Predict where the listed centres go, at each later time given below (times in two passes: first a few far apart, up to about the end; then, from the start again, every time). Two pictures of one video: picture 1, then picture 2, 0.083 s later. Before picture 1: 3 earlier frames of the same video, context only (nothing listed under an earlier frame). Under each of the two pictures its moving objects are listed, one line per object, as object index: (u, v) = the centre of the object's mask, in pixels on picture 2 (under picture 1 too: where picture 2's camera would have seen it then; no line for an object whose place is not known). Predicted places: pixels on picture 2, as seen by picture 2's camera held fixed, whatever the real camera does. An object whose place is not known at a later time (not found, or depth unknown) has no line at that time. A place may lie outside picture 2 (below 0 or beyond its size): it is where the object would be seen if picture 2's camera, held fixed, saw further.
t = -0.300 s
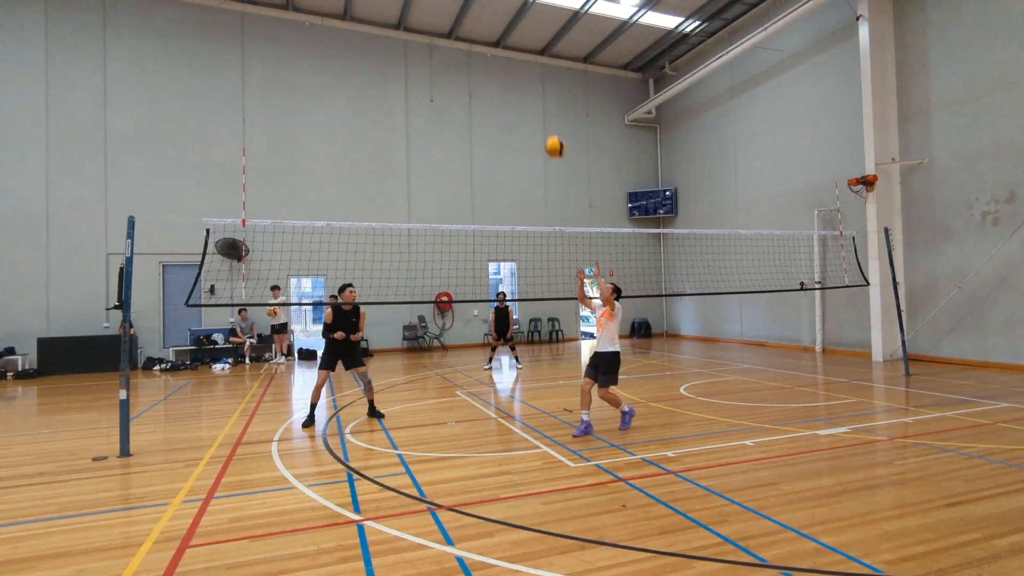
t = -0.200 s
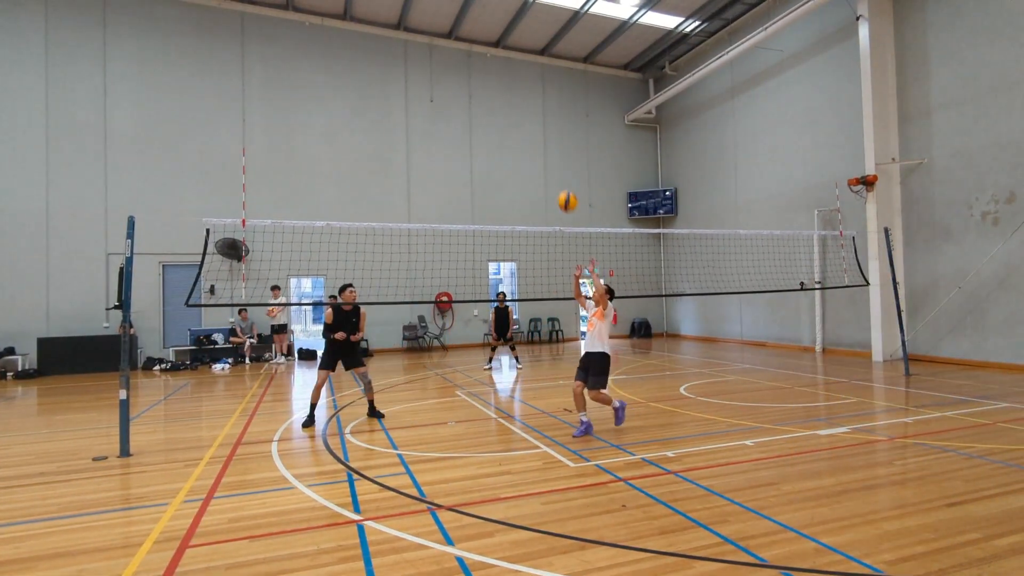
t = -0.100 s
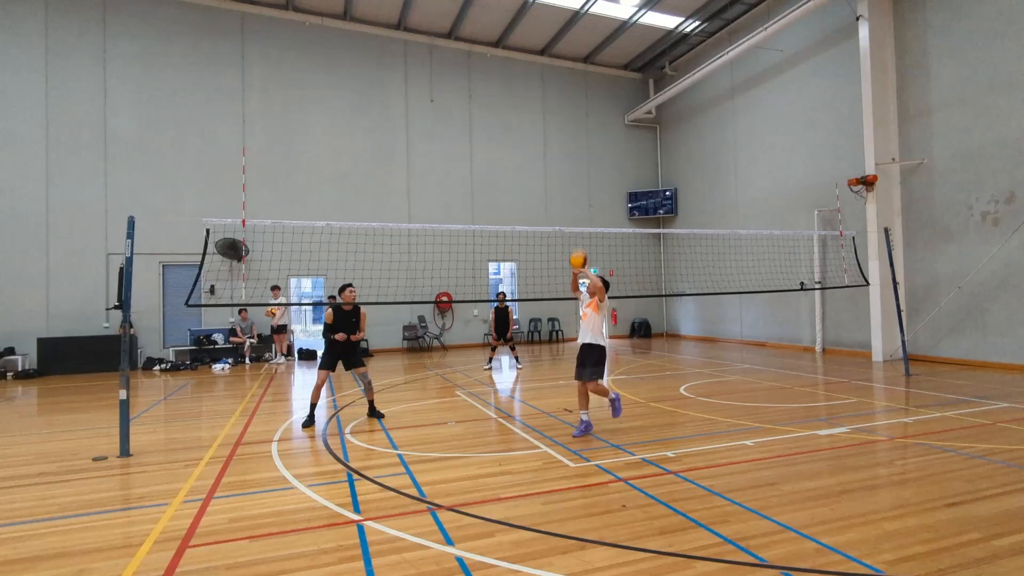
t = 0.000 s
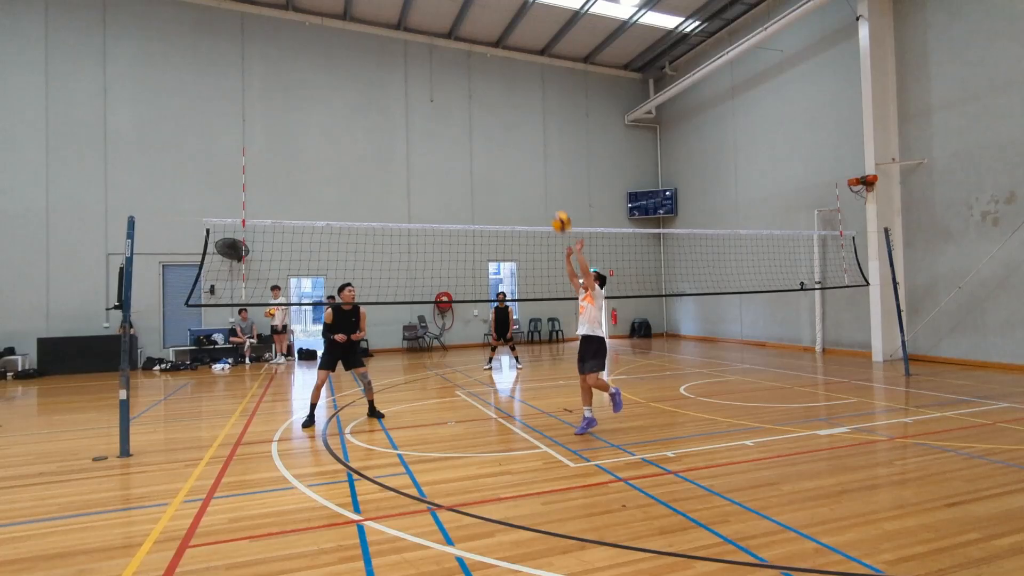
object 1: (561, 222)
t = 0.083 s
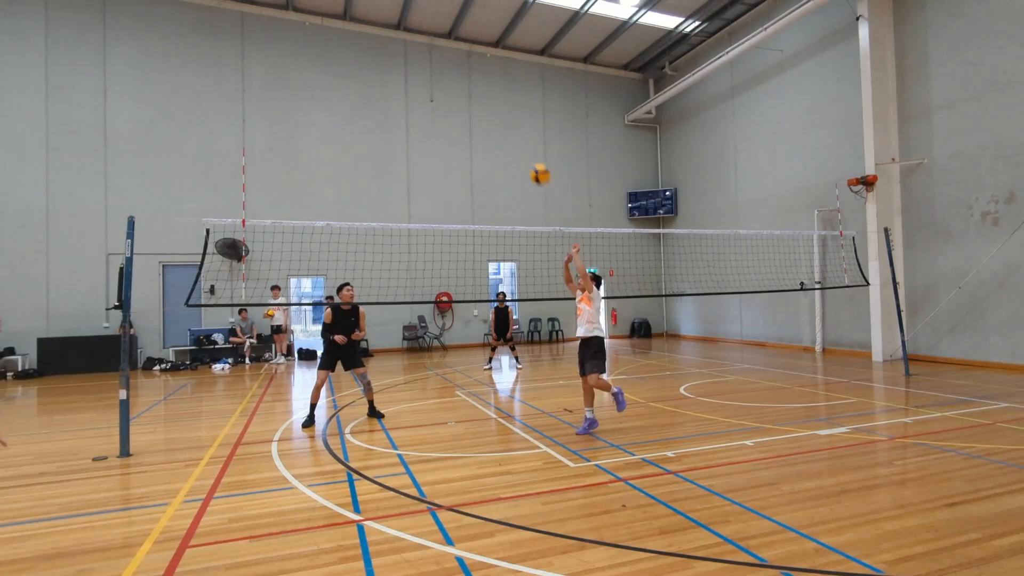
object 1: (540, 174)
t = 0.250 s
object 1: (499, 96)
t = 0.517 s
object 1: (439, 22)
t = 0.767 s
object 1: (382, 10)
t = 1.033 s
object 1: (323, 62)
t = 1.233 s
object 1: (278, 147)
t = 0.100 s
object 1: (536, 165)
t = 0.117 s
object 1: (531, 156)
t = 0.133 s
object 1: (528, 148)
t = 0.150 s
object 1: (524, 140)
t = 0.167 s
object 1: (519, 132)
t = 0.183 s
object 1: (515, 125)
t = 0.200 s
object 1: (511, 117)
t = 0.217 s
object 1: (507, 110)
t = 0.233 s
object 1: (503, 103)
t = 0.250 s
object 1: (499, 96)
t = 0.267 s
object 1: (496, 90)
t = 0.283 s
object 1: (492, 84)
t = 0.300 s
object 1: (488, 77)
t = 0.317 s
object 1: (484, 71)
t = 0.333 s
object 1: (480, 66)
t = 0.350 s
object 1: (476, 61)
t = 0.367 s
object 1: (473, 56)
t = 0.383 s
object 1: (468, 51)
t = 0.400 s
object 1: (465, 46)
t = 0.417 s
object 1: (461, 42)
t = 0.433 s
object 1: (458, 38)
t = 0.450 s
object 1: (454, 34)
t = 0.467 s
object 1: (450, 31)
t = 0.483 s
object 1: (446, 28)
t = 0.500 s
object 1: (443, 25)
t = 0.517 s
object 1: (439, 22)
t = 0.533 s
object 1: (435, 19)
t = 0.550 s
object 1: (431, 17)
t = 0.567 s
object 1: (427, 15)
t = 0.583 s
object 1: (424, 13)
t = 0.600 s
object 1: (420, 11)
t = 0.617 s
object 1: (416, 10)
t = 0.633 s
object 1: (412, 10)
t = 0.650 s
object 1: (409, 9)
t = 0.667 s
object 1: (405, 8)
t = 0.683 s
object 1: (402, 8)
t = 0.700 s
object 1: (398, 9)
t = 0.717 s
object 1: (394, 9)
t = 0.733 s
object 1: (390, 9)
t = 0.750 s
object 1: (387, 9)
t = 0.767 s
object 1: (382, 10)
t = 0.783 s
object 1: (379, 11)
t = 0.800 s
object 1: (375, 13)
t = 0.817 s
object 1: (372, 14)
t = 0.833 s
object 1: (367, 16)
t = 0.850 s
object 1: (364, 19)
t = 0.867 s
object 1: (360, 21)
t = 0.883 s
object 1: (356, 24)
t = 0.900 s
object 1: (352, 27)
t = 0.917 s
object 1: (349, 31)
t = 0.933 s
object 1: (345, 34)
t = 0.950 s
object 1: (341, 38)
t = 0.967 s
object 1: (337, 42)
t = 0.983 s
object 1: (334, 47)
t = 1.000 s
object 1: (330, 51)
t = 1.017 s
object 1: (326, 57)
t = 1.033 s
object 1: (323, 62)
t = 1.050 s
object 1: (319, 67)
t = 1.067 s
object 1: (315, 73)
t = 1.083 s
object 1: (311, 79)
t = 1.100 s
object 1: (308, 86)
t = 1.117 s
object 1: (304, 92)
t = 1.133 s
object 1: (300, 99)
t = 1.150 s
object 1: (296, 107)
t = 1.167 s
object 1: (293, 114)
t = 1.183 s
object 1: (289, 122)
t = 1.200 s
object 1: (285, 130)
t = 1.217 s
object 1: (282, 138)
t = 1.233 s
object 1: (278, 147)
